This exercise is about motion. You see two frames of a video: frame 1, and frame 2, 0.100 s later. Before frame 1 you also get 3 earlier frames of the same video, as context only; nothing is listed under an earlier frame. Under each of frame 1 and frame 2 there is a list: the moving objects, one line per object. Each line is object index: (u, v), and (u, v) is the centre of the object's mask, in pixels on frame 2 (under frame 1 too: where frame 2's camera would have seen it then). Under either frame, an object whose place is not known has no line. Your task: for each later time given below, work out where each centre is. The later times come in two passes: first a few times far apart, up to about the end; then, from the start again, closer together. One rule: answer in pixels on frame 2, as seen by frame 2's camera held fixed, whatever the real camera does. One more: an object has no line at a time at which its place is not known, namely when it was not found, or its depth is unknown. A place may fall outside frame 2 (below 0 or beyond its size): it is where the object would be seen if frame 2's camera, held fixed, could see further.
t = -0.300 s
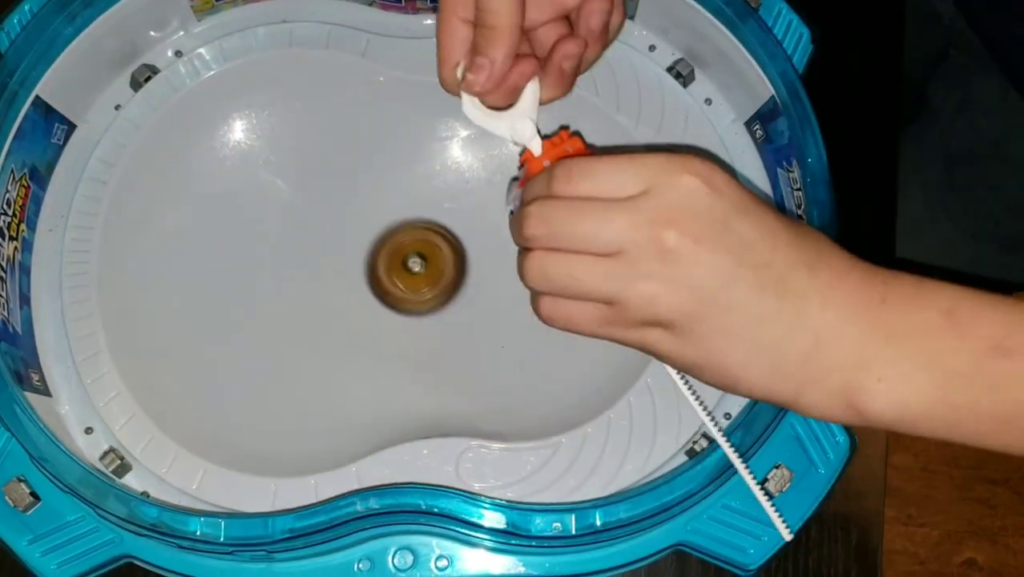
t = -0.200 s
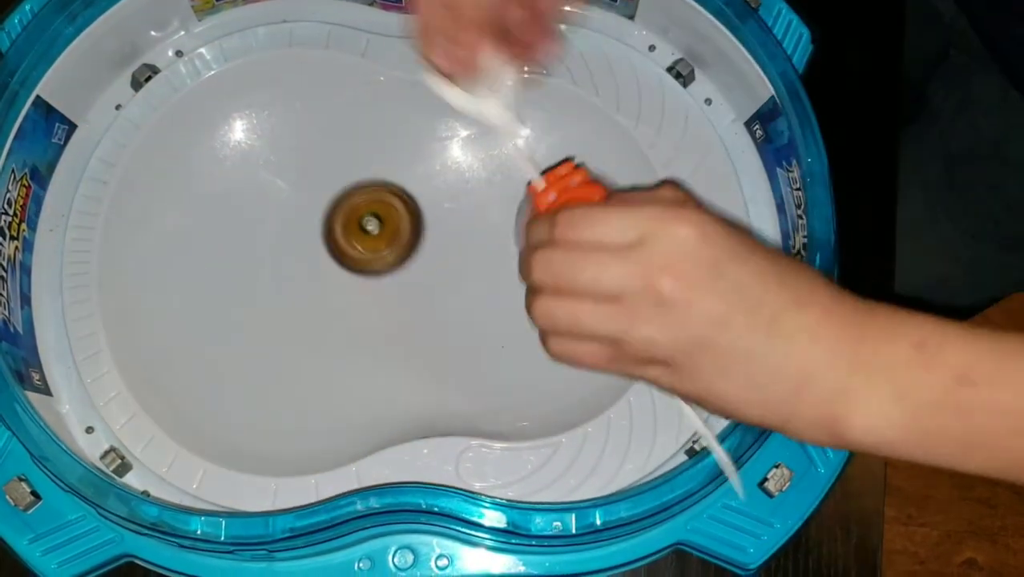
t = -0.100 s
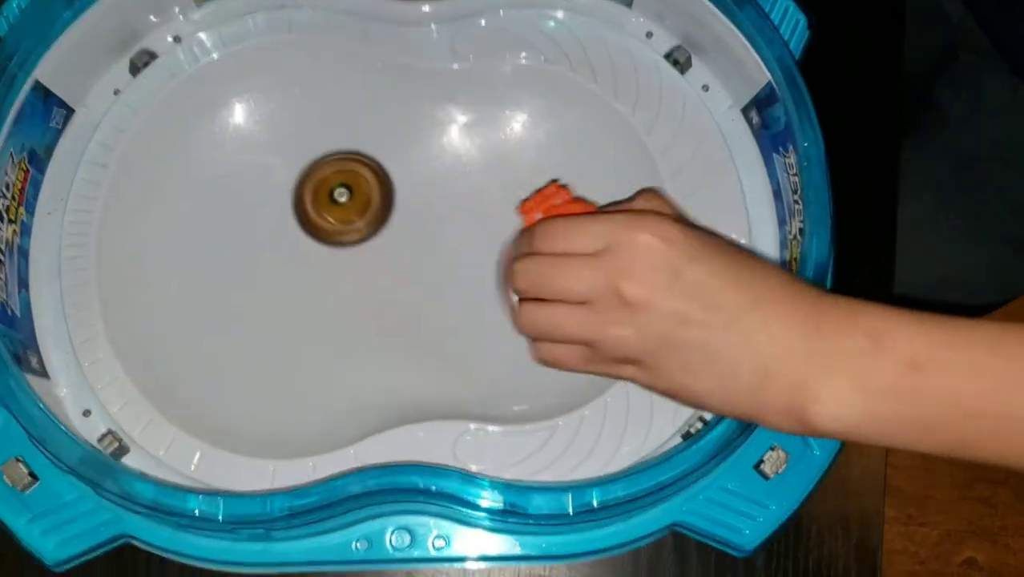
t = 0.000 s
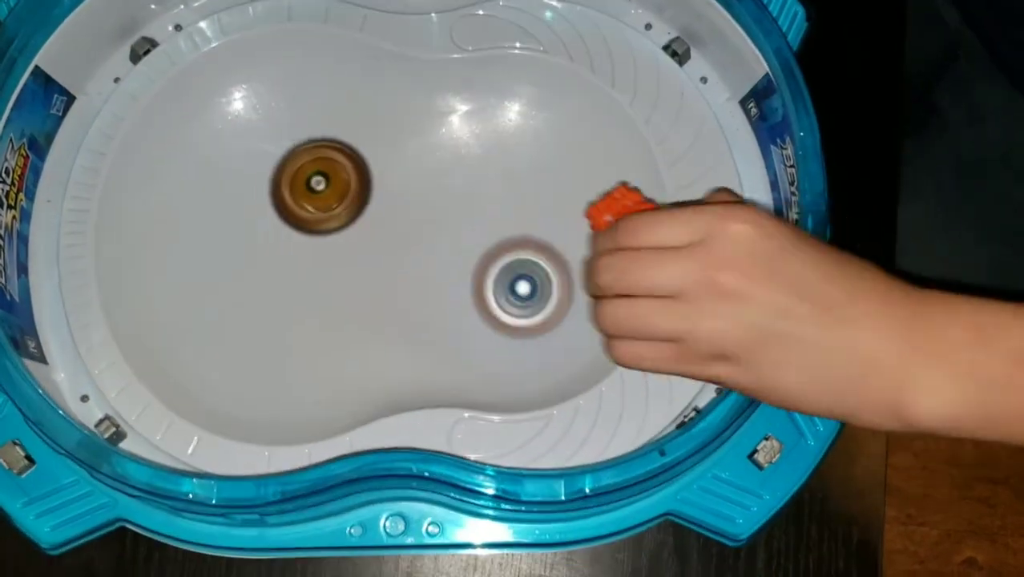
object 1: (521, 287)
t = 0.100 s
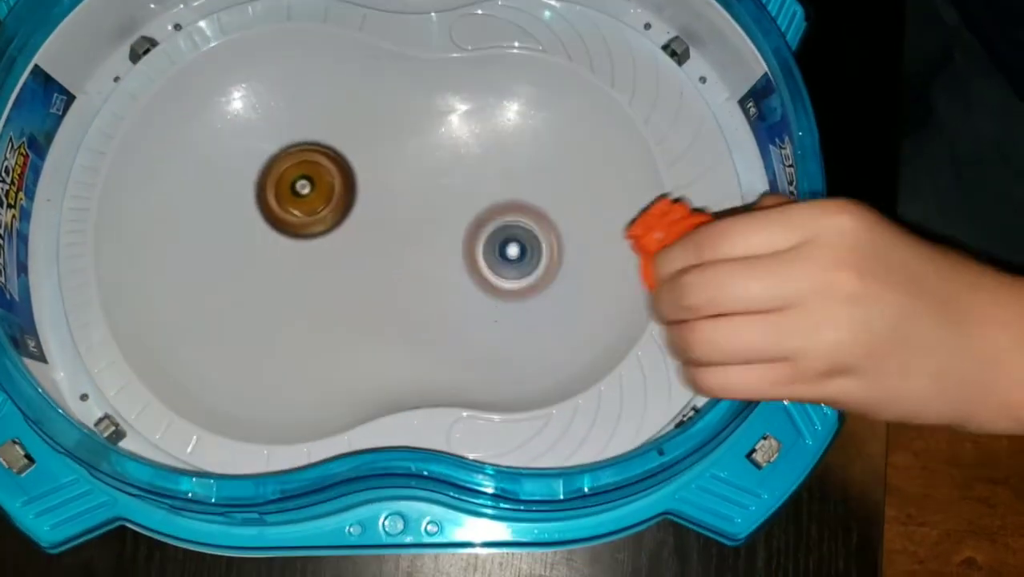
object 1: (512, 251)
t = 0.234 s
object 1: (541, 178)
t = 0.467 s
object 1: (455, 124)
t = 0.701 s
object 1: (544, 271)
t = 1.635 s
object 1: (443, 313)
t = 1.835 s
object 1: (576, 255)
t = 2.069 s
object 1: (519, 101)
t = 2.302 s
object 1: (183, 247)
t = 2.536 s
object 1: (256, 379)
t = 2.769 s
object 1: (572, 198)
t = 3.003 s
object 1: (498, 116)
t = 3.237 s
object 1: (240, 276)
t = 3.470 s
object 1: (277, 370)
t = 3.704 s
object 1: (476, 241)
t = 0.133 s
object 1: (515, 234)
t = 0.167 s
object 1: (522, 217)
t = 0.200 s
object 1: (532, 199)
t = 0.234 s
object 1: (541, 178)
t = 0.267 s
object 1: (545, 156)
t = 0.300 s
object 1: (543, 136)
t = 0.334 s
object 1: (535, 118)
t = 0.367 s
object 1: (520, 106)
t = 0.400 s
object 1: (502, 103)
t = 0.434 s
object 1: (479, 109)
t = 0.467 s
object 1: (455, 124)
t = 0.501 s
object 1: (427, 146)
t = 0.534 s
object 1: (408, 170)
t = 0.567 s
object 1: (427, 194)
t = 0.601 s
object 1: (450, 216)
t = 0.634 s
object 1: (477, 236)
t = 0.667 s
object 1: (509, 255)
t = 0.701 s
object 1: (544, 271)
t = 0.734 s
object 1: (581, 281)
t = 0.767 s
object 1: (614, 284)
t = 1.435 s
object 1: (415, 244)
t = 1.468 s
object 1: (412, 265)
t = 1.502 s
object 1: (412, 283)
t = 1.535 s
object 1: (415, 297)
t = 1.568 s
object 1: (422, 307)
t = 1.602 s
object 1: (431, 312)
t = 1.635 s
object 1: (443, 313)
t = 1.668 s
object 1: (459, 309)
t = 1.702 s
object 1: (477, 302)
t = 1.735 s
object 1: (499, 293)
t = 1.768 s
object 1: (522, 283)
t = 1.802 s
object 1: (549, 272)
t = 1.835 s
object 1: (576, 255)
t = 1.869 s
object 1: (600, 232)
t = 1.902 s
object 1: (616, 203)
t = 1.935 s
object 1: (620, 172)
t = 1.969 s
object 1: (611, 146)
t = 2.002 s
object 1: (592, 124)
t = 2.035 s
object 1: (561, 107)
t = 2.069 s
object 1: (519, 101)
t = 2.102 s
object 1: (476, 103)
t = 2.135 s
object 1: (424, 117)
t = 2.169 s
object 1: (374, 140)
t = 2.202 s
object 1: (322, 163)
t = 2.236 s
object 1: (270, 189)
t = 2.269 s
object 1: (225, 215)
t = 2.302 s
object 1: (183, 247)
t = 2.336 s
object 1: (151, 279)
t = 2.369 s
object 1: (134, 309)
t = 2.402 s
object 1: (137, 334)
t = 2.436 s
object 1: (150, 357)
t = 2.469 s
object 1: (175, 373)
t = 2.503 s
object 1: (210, 385)
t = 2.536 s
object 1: (256, 379)
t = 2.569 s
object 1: (304, 363)
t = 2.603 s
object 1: (352, 336)
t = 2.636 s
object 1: (400, 308)
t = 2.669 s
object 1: (448, 279)
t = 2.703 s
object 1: (495, 250)
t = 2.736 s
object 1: (537, 224)
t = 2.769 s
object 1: (572, 198)
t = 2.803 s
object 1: (596, 170)
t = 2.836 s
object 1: (608, 139)
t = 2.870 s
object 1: (605, 113)
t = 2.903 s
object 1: (592, 99)
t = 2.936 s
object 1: (569, 97)
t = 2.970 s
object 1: (536, 104)
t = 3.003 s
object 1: (498, 116)
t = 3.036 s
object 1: (450, 138)
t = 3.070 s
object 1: (406, 161)
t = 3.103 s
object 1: (364, 186)
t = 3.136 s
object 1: (327, 209)
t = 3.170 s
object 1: (293, 231)
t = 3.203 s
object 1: (264, 253)
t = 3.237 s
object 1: (240, 276)
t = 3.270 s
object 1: (223, 299)
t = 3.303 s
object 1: (213, 320)
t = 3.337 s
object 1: (211, 341)
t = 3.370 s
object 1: (217, 357)
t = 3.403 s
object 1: (230, 369)
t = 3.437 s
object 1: (251, 373)
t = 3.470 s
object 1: (277, 370)
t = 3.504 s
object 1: (306, 362)
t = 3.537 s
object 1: (336, 346)
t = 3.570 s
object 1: (369, 325)
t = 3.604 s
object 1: (401, 303)
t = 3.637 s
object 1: (432, 281)
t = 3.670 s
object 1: (457, 260)
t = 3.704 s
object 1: (476, 241)
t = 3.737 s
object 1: (490, 221)
